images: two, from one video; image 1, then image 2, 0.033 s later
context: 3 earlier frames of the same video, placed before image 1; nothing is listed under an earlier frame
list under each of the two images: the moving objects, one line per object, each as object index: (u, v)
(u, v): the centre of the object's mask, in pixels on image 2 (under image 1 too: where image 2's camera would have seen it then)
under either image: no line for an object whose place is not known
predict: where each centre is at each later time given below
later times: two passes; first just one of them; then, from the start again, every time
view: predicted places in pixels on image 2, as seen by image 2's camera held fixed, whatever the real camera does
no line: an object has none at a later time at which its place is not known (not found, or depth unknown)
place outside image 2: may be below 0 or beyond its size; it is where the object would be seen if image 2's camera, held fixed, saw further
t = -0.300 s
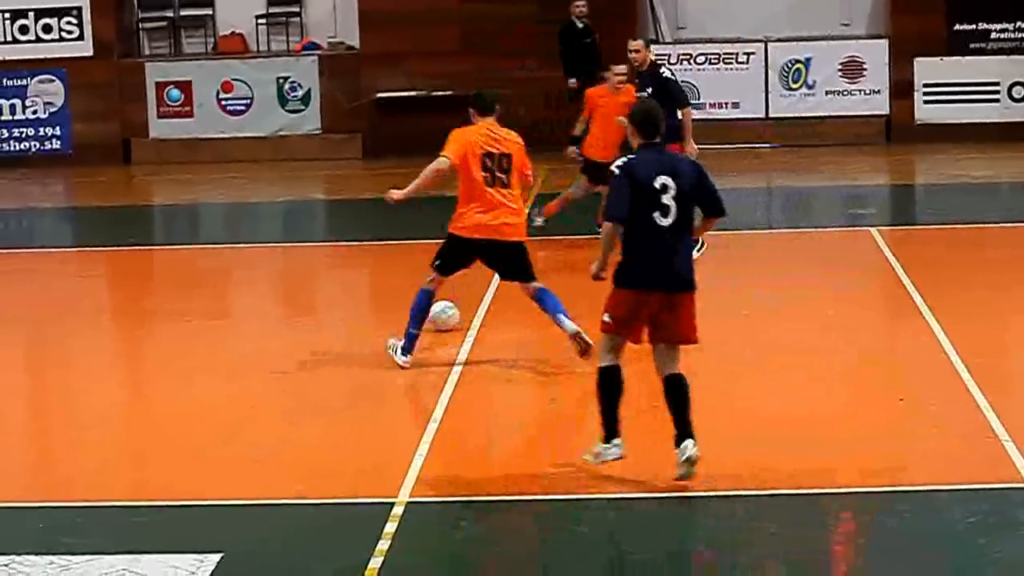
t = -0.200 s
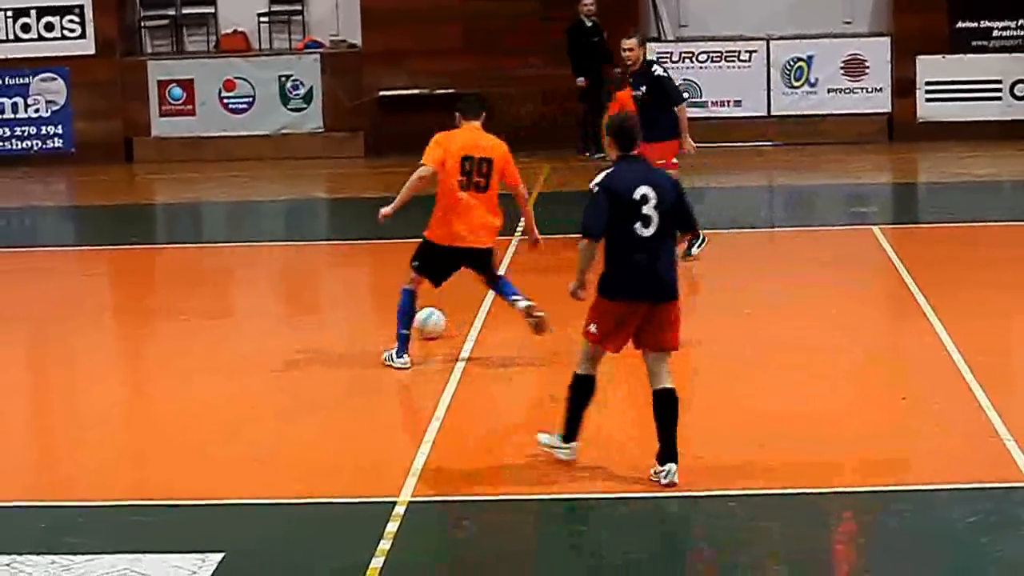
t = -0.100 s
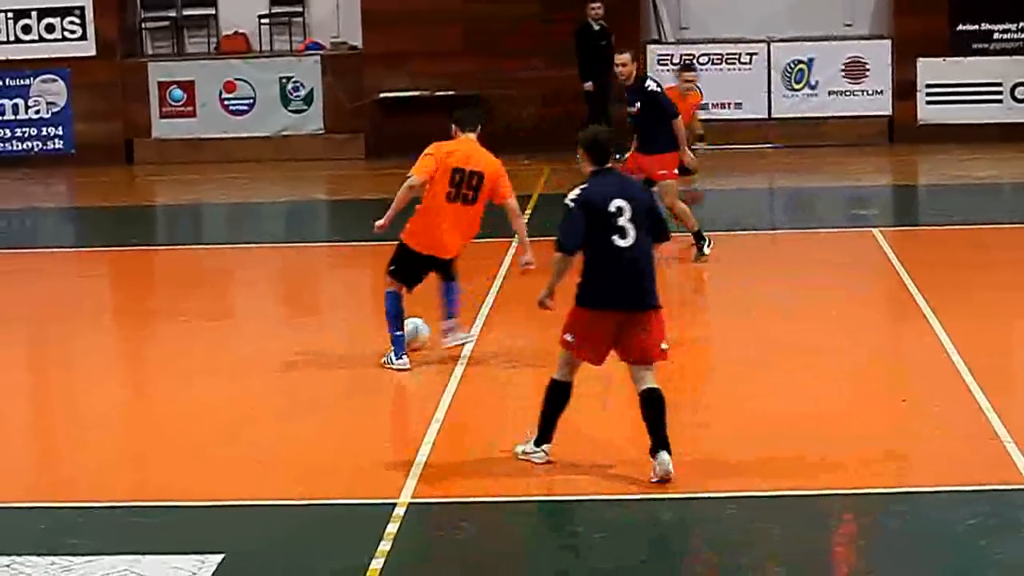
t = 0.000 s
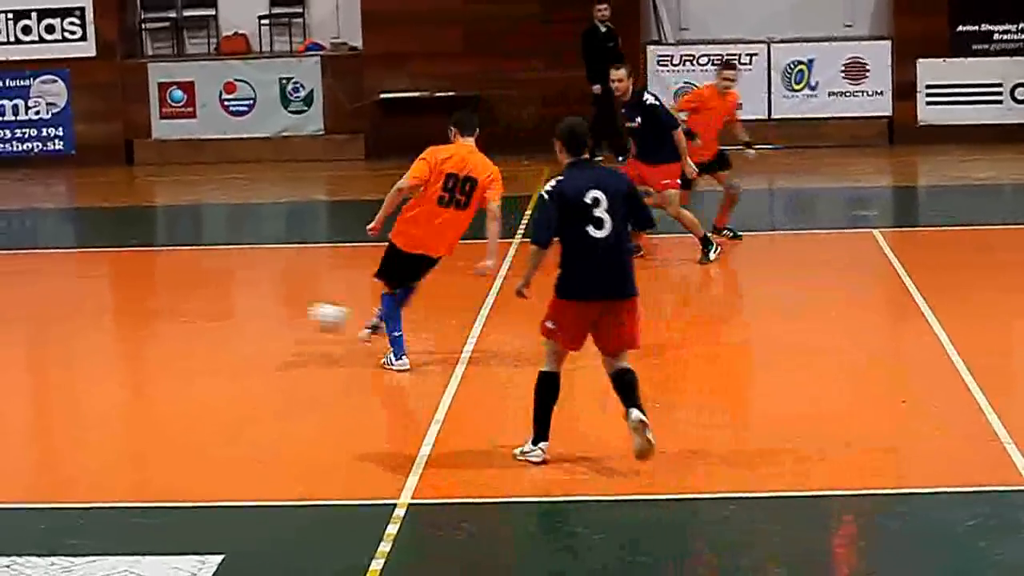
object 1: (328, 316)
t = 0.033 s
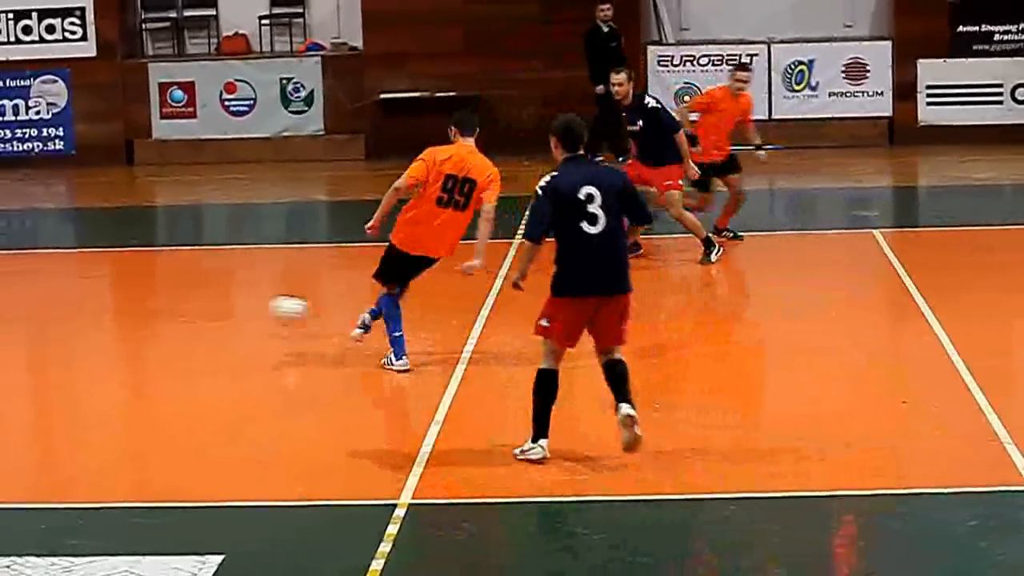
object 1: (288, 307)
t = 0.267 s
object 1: (52, 292)
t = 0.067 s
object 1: (251, 303)
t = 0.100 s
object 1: (213, 299)
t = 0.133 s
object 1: (178, 296)
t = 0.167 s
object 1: (144, 296)
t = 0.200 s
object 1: (111, 298)
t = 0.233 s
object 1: (79, 297)
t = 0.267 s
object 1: (52, 292)
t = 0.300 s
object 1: (25, 289)
